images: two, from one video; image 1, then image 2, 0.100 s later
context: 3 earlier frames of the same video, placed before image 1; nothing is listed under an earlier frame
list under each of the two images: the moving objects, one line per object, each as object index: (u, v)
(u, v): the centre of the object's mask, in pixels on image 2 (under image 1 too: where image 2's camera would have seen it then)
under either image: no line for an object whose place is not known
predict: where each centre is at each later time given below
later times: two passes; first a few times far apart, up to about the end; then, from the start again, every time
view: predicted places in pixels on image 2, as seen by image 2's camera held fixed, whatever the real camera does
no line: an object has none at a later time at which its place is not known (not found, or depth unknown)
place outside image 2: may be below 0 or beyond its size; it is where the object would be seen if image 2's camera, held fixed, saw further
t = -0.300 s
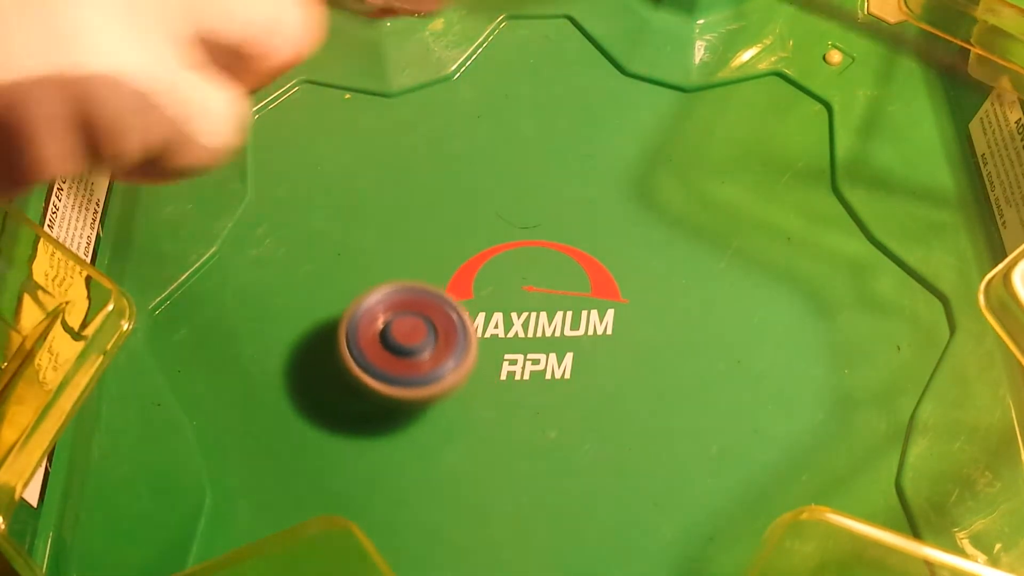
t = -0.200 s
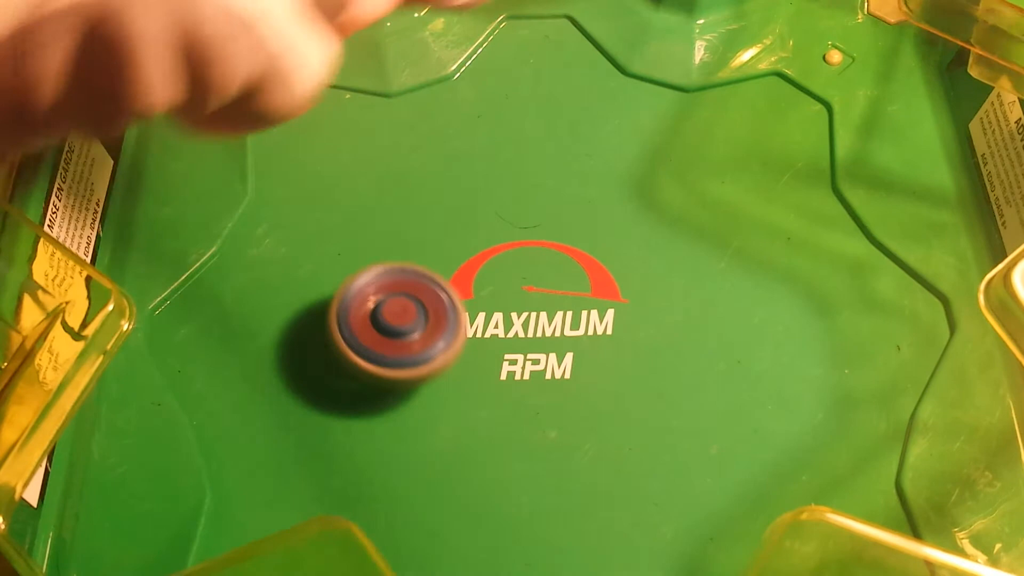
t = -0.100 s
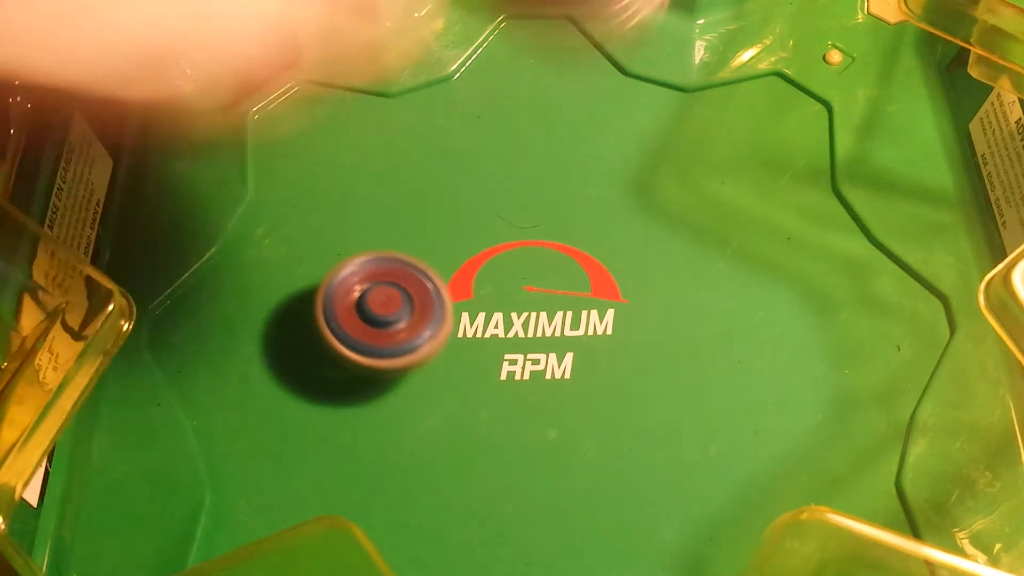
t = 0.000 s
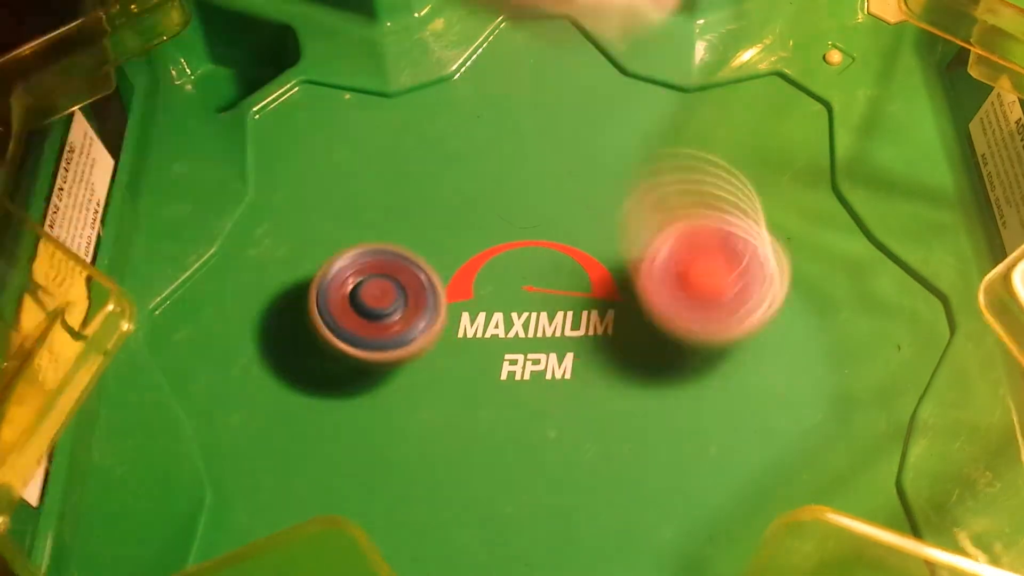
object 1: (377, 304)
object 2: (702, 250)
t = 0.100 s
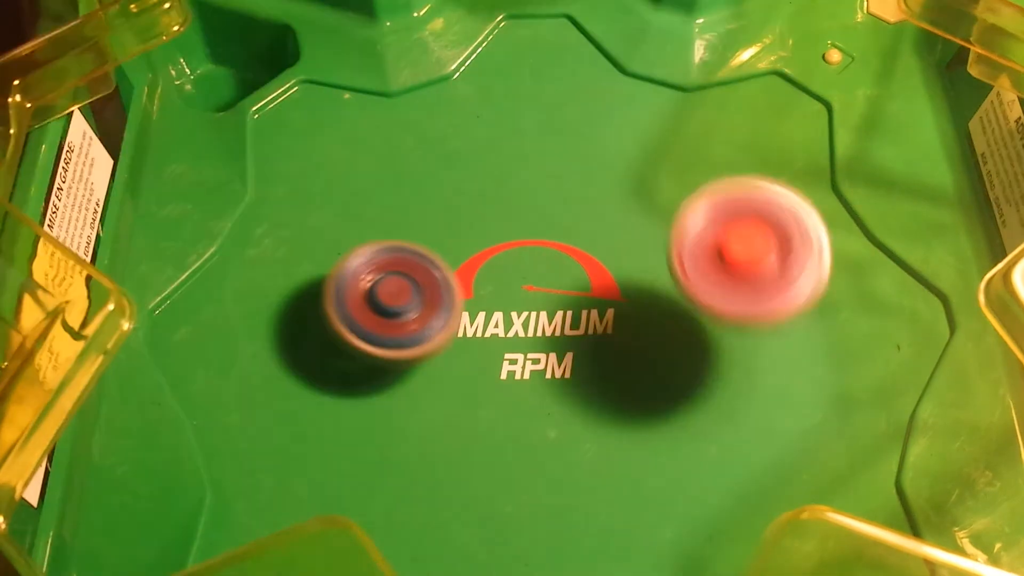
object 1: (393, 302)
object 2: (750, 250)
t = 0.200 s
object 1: (419, 302)
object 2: (747, 312)
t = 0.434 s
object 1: (479, 248)
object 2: (732, 310)
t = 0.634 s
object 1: (486, 202)
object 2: (732, 308)
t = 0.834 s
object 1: (490, 192)
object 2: (696, 336)
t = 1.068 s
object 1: (516, 206)
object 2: (681, 389)
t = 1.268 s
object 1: (575, 212)
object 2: (680, 415)
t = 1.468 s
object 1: (599, 207)
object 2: (669, 425)
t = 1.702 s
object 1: (619, 234)
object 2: (634, 432)
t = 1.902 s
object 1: (640, 265)
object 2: (587, 446)
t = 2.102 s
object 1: (665, 301)
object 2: (543, 468)
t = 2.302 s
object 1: (687, 329)
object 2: (528, 478)
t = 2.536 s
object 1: (693, 347)
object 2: (520, 471)
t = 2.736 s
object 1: (670, 369)
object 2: (503, 451)
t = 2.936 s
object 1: (638, 395)
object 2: (471, 415)
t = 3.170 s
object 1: (605, 423)
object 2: (404, 373)
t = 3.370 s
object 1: (577, 439)
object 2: (371, 369)
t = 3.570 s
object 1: (548, 441)
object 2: (371, 370)
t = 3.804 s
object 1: (513, 436)
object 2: (396, 345)
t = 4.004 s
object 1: (529, 440)
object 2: (372, 276)
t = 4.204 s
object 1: (519, 405)
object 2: (355, 267)
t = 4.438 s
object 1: (490, 362)
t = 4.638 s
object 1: (623, 394)
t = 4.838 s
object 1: (600, 284)
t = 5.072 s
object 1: (752, 240)
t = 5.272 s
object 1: (783, 168)
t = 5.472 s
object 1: (638, 133)
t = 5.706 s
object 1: (478, 133)
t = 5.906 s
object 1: (459, 310)
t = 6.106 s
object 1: (336, 248)
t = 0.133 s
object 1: (402, 303)
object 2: (752, 281)
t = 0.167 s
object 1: (409, 304)
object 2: (749, 314)
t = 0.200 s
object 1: (419, 302)
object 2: (747, 312)
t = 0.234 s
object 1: (429, 300)
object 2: (741, 315)
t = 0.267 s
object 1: (437, 294)
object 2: (733, 319)
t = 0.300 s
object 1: (447, 286)
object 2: (728, 318)
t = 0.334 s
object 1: (458, 276)
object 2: (726, 315)
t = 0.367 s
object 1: (468, 267)
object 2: (726, 313)
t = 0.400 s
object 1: (475, 257)
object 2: (729, 311)
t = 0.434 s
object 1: (479, 248)
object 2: (732, 310)
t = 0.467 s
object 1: (482, 239)
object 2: (735, 309)
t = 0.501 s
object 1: (484, 231)
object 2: (737, 309)
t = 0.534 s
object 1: (484, 223)
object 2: (738, 308)
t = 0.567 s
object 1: (486, 214)
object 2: (737, 308)
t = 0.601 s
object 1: (486, 208)
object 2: (735, 307)
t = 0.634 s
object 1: (486, 202)
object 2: (732, 308)
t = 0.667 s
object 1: (485, 199)
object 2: (726, 310)
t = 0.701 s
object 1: (486, 196)
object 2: (720, 312)
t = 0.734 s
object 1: (487, 195)
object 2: (713, 317)
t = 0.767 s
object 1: (488, 194)
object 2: (706, 322)
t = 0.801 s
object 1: (489, 192)
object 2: (700, 329)
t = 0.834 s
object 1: (490, 192)
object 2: (696, 336)
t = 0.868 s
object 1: (492, 192)
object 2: (692, 343)
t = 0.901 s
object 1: (494, 193)
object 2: (689, 351)
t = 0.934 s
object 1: (496, 195)
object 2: (686, 359)
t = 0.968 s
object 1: (499, 197)
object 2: (683, 367)
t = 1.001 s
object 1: (505, 200)
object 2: (682, 374)
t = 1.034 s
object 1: (510, 203)
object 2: (681, 382)
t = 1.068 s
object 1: (516, 206)
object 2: (681, 389)
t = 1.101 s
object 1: (523, 209)
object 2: (681, 395)
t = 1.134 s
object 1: (530, 211)
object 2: (681, 400)
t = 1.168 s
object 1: (541, 212)
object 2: (681, 404)
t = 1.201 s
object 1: (551, 213)
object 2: (681, 409)
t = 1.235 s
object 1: (562, 213)
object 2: (681, 412)
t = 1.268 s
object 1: (575, 212)
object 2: (680, 415)
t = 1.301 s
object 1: (583, 210)
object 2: (679, 418)
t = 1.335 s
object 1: (588, 208)
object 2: (677, 421)
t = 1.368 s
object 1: (592, 206)
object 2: (676, 422)
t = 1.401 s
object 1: (595, 206)
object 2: (674, 423)
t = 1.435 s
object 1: (597, 206)
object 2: (672, 424)
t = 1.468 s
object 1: (599, 207)
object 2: (669, 425)
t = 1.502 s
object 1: (601, 210)
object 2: (666, 425)
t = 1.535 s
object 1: (604, 213)
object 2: (662, 426)
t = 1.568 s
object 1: (606, 218)
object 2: (658, 427)
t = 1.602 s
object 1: (609, 222)
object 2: (653, 428)
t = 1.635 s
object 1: (612, 227)
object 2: (647, 429)
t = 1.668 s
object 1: (615, 230)
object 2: (641, 430)
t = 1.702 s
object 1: (619, 234)
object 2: (634, 432)
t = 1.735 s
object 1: (621, 238)
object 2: (627, 434)
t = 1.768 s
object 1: (624, 243)
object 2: (620, 435)
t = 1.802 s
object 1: (628, 248)
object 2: (612, 438)
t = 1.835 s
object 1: (632, 253)
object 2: (604, 440)
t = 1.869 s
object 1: (637, 259)
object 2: (596, 443)
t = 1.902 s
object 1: (640, 265)
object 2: (587, 446)
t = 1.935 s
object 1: (644, 271)
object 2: (579, 450)
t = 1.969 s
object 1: (647, 276)
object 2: (571, 453)
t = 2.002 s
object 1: (651, 282)
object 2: (564, 456)
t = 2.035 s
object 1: (656, 288)
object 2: (557, 460)
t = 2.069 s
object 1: (660, 295)
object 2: (550, 464)
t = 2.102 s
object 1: (665, 301)
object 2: (543, 468)
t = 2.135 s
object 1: (669, 307)
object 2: (539, 472)
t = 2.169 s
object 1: (673, 312)
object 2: (535, 474)
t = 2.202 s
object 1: (676, 318)
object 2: (532, 477)
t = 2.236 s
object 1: (679, 322)
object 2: (530, 478)
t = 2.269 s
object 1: (683, 326)
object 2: (529, 478)
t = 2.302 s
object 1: (687, 329)
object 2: (528, 478)
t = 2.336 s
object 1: (688, 333)
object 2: (527, 478)
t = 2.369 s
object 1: (690, 335)
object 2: (526, 477)
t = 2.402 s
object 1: (692, 337)
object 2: (525, 477)
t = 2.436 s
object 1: (693, 340)
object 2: (524, 476)
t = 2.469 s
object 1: (694, 342)
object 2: (522, 474)
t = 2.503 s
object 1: (693, 345)
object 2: (521, 473)
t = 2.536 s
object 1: (693, 347)
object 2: (520, 471)
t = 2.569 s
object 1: (689, 350)
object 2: (518, 468)
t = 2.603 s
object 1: (686, 353)
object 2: (516, 466)
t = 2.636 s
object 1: (683, 357)
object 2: (513, 462)
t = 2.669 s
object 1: (679, 360)
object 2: (511, 459)
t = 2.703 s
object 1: (675, 365)
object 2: (507, 455)
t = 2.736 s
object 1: (670, 369)
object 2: (503, 451)
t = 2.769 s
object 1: (666, 373)
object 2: (499, 446)
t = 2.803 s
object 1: (661, 378)
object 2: (495, 441)
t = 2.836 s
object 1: (656, 383)
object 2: (490, 435)
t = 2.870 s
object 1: (650, 387)
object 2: (484, 429)
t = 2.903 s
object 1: (644, 391)
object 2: (478, 422)
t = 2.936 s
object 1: (638, 395)
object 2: (471, 415)
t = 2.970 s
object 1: (633, 399)
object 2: (464, 408)
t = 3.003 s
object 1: (628, 403)
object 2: (455, 401)
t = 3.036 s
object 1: (623, 407)
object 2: (446, 394)
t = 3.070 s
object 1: (618, 411)
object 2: (434, 387)
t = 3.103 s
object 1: (613, 415)
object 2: (423, 381)
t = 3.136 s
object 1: (609, 419)
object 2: (413, 376)
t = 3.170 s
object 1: (605, 423)
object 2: (404, 373)
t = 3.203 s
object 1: (601, 427)
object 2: (396, 371)
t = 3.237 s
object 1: (597, 430)
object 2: (388, 369)
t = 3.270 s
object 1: (592, 433)
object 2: (382, 369)
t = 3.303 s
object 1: (587, 436)
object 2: (377, 369)
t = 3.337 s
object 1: (582, 438)
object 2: (373, 369)
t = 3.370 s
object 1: (577, 439)
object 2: (371, 369)
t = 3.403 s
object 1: (573, 440)
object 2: (369, 370)
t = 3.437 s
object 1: (568, 440)
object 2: (368, 370)
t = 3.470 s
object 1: (563, 441)
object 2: (368, 371)
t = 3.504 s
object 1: (558, 441)
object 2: (368, 371)
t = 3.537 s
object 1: (553, 441)
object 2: (369, 371)
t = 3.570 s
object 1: (548, 441)
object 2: (371, 370)
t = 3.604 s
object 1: (543, 441)
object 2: (374, 369)
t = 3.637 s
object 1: (537, 441)
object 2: (378, 366)
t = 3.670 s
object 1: (532, 440)
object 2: (382, 363)
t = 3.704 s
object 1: (527, 440)
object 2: (386, 359)
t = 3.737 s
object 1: (522, 439)
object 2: (389, 355)
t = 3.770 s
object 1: (517, 438)
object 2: (393, 350)
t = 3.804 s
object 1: (513, 436)
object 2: (396, 345)
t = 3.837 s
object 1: (510, 437)
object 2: (400, 339)
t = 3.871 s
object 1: (518, 445)
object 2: (395, 321)
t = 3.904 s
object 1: (524, 449)
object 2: (390, 305)
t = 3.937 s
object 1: (527, 448)
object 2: (384, 293)
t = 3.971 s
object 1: (529, 445)
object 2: (378, 283)
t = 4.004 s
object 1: (529, 440)
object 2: (372, 276)
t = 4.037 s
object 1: (529, 436)
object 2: (366, 271)
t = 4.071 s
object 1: (528, 430)
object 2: (362, 268)
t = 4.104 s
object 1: (526, 424)
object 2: (358, 267)
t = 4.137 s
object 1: (524, 418)
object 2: (356, 266)
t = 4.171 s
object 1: (522, 412)
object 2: (355, 266)
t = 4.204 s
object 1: (519, 405)
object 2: (355, 267)
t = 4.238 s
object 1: (517, 398)
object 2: (355, 268)
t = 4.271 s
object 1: (513, 392)
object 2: (356, 268)
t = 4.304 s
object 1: (509, 385)
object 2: (358, 269)
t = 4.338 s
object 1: (503, 378)
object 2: (362, 270)
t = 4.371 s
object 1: (498, 370)
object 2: (368, 270)
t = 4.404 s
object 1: (493, 363)
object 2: (374, 270)
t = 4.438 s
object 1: (490, 362)
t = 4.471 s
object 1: (529, 394)
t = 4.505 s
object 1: (561, 413)
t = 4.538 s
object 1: (585, 421)
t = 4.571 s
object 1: (602, 419)
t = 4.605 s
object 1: (614, 409)
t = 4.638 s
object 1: (623, 394)
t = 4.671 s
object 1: (629, 375)
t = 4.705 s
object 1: (631, 355)
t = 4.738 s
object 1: (629, 336)
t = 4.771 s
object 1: (622, 317)
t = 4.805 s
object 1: (612, 299)
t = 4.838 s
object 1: (600, 284)
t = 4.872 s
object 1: (588, 274)
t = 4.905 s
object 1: (574, 266)
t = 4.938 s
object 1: (557, 260)
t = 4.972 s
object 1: (560, 257)
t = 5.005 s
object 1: (637, 255)
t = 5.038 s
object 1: (700, 249)
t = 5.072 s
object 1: (752, 240)
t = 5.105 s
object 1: (794, 229)
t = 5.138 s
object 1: (820, 215)
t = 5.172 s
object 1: (836, 198)
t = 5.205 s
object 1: (835, 182)
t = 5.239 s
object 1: (812, 175)
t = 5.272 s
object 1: (783, 168)
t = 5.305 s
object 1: (753, 160)
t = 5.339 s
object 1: (725, 151)
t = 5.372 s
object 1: (701, 144)
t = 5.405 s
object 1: (677, 137)
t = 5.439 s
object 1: (657, 133)
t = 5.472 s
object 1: (638, 133)
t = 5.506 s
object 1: (621, 135)
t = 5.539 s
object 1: (605, 141)
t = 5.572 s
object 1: (567, 120)
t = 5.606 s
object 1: (496, 67)
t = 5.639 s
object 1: (468, 51)
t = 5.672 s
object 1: (470, 76)
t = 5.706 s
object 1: (478, 133)
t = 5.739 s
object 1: (482, 176)
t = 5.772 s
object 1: (486, 217)
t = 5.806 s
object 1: (486, 251)
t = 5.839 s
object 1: (483, 280)
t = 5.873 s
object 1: (485, 305)
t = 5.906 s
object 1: (459, 310)
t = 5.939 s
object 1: (335, 254)
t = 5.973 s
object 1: (237, 199)
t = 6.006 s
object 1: (248, 181)
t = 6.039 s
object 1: (273, 181)
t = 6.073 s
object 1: (304, 205)
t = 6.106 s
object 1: (336, 248)
